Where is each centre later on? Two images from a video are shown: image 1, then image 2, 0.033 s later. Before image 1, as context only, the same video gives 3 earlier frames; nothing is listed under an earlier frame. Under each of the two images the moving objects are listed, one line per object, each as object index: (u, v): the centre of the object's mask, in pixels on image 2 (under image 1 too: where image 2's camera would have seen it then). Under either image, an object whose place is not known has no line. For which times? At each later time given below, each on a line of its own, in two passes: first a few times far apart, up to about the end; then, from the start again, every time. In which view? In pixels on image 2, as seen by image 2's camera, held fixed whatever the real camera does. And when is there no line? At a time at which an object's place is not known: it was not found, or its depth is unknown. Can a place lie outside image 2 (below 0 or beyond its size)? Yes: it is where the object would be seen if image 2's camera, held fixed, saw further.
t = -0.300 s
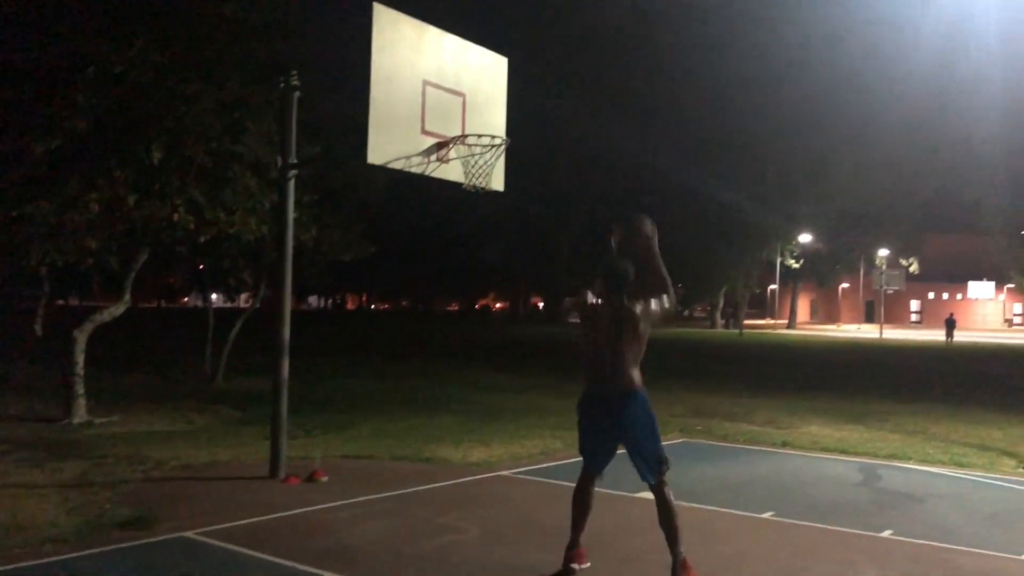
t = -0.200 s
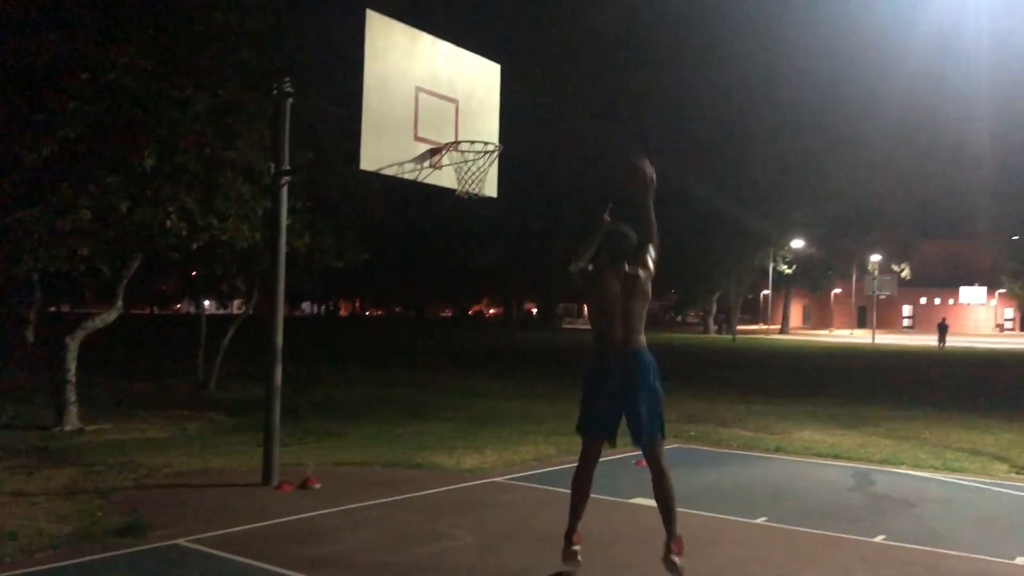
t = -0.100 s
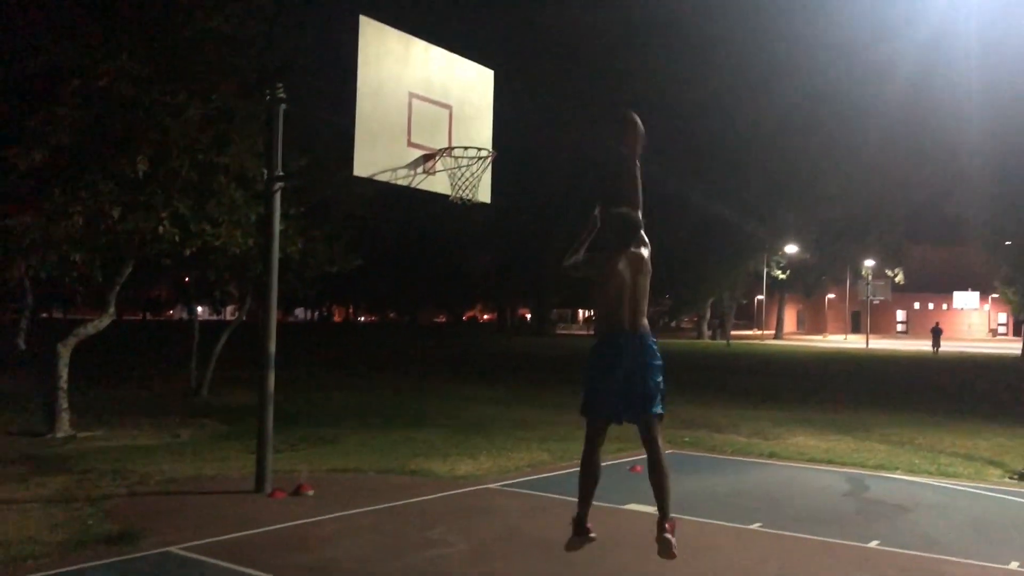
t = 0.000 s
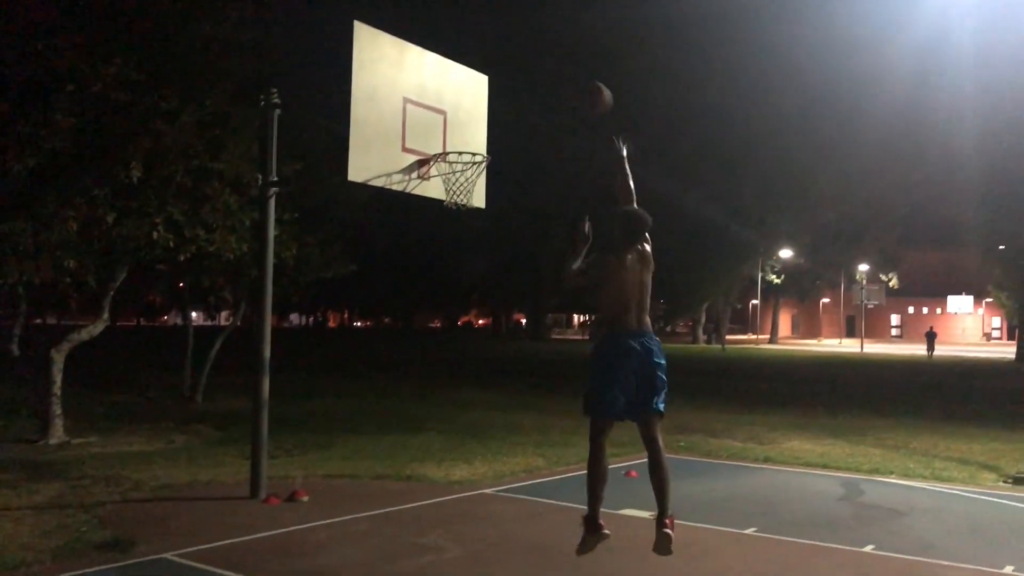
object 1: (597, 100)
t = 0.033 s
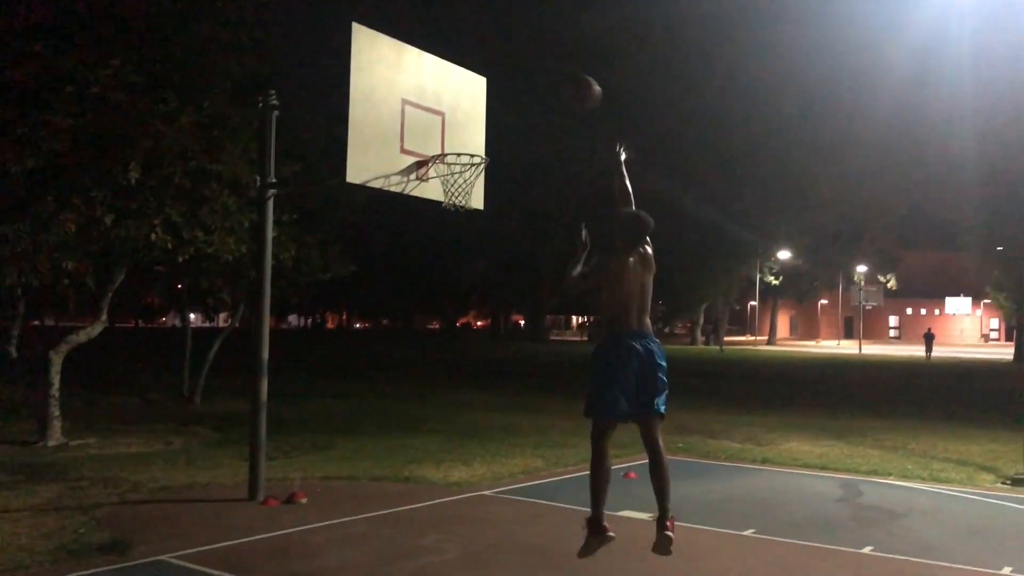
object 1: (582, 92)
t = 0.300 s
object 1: (519, 84)
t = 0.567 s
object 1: (460, 159)
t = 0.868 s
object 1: (446, 224)
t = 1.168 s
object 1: (445, 371)
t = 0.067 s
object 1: (576, 88)
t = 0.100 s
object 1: (563, 82)
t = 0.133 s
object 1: (555, 78)
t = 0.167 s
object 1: (548, 76)
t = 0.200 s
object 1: (541, 76)
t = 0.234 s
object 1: (533, 78)
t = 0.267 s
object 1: (526, 80)
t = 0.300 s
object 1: (519, 84)
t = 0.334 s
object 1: (511, 88)
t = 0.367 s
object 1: (502, 98)
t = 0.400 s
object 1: (496, 103)
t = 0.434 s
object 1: (489, 112)
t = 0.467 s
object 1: (482, 122)
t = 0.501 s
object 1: (474, 133)
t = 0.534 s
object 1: (466, 146)
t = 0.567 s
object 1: (460, 159)
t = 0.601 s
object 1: (453, 174)
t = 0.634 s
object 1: (450, 184)
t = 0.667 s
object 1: (448, 187)
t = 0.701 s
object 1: (448, 189)
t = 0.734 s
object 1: (449, 193)
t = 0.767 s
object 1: (448, 201)
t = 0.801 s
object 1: (448, 207)
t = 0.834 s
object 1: (446, 216)
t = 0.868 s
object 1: (446, 224)
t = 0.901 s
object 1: (445, 236)
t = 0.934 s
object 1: (446, 247)
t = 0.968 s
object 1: (445, 262)
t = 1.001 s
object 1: (447, 275)
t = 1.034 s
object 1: (444, 294)
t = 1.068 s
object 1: (443, 311)
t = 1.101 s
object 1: (443, 328)
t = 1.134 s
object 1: (444, 347)
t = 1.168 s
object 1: (445, 371)
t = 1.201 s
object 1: (439, 395)
